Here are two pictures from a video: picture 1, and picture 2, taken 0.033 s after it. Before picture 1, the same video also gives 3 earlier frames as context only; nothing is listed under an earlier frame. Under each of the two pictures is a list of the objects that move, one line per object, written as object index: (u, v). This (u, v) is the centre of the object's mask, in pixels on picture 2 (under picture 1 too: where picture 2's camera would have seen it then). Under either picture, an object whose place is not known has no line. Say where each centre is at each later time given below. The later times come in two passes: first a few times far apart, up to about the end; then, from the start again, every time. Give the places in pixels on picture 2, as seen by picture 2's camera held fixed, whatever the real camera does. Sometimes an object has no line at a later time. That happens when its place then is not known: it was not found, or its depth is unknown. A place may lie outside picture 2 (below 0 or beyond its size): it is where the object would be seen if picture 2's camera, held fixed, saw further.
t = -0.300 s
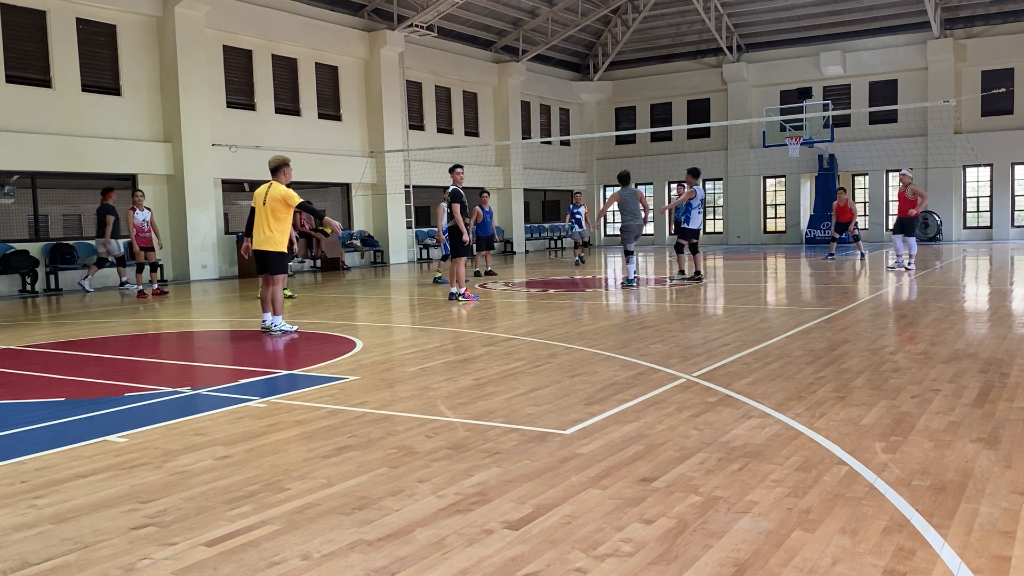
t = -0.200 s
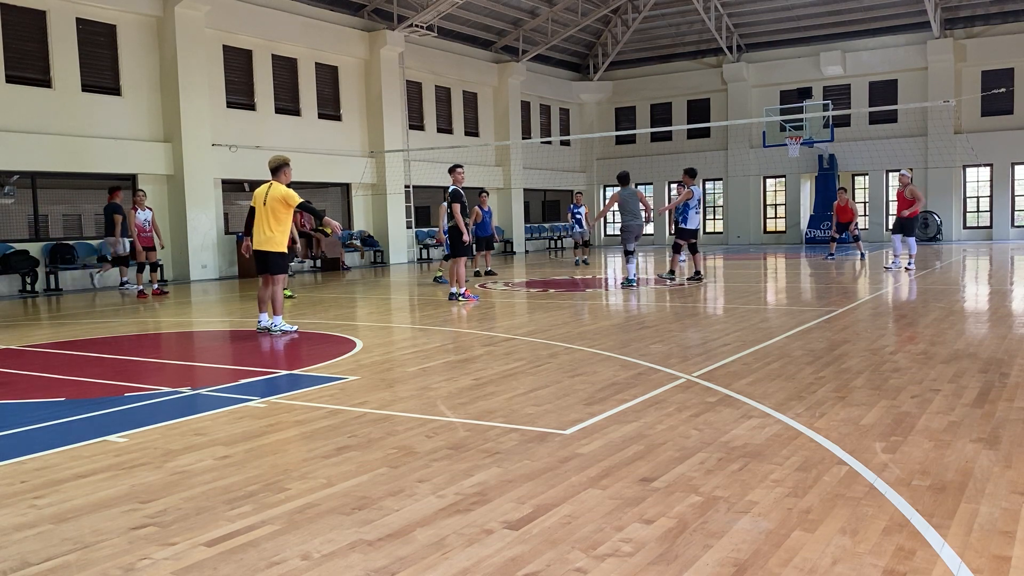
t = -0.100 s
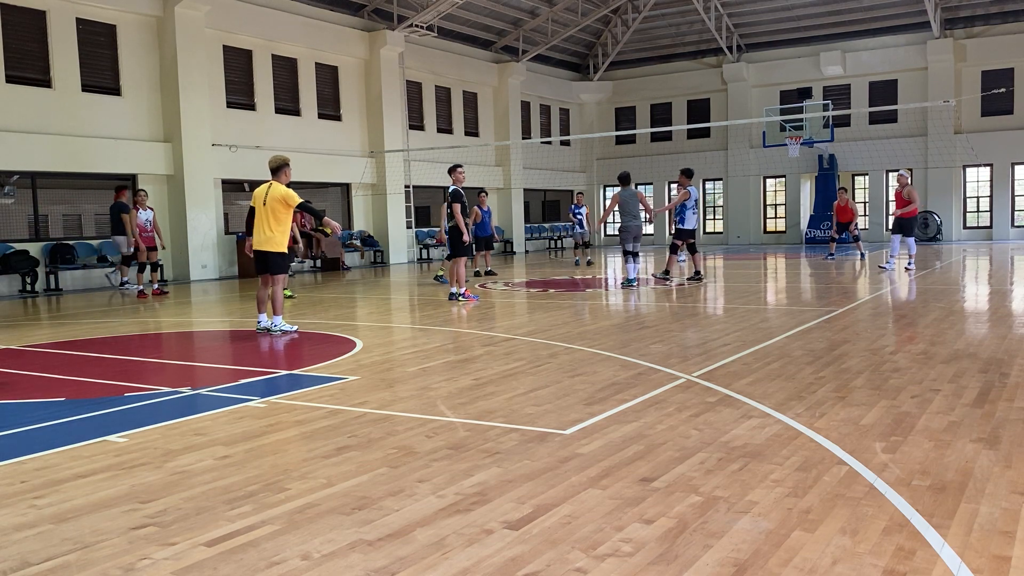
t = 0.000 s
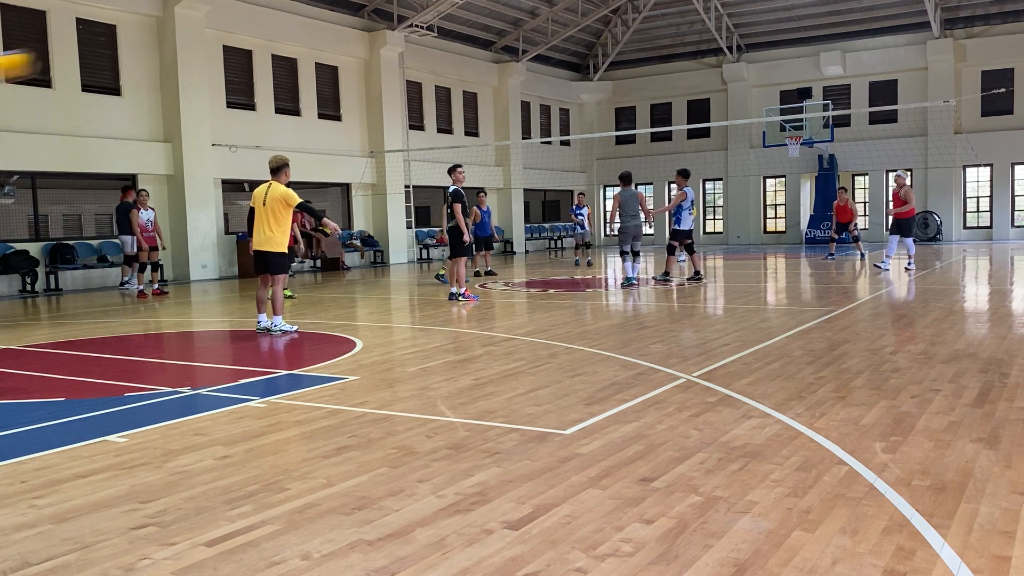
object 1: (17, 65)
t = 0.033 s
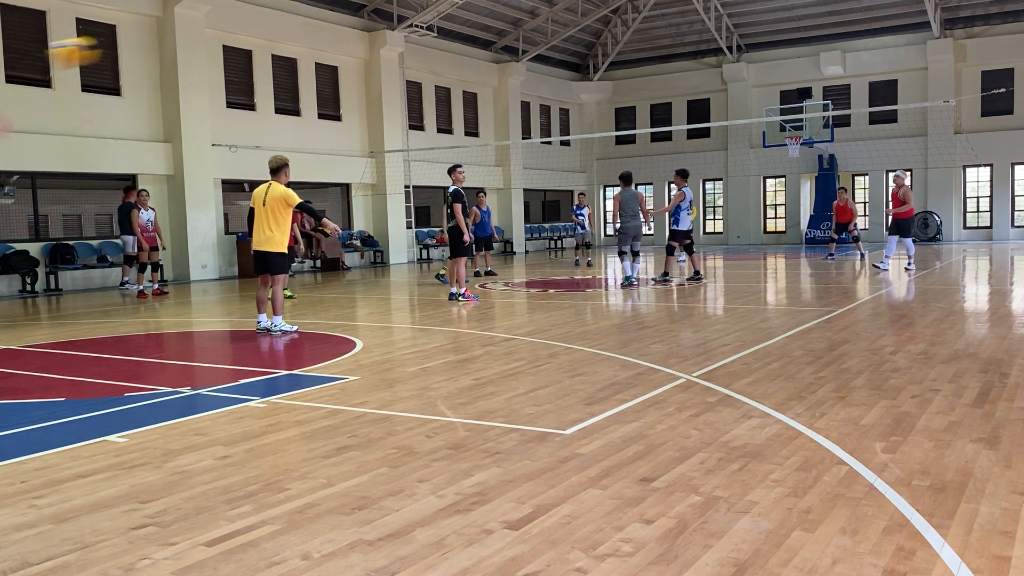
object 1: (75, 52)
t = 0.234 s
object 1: (347, 12)
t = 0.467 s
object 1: (532, 22)
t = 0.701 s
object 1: (652, 59)
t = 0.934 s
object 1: (733, 114)
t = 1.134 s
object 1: (785, 169)
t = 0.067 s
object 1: (131, 40)
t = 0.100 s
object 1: (179, 30)
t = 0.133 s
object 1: (229, 24)
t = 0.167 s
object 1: (273, 18)
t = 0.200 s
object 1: (310, 15)
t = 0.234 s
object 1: (347, 12)
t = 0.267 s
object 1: (379, 11)
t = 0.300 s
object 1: (410, 10)
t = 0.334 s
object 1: (438, 12)
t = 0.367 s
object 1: (465, 14)
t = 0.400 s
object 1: (489, 16)
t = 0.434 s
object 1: (511, 19)
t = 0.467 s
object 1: (532, 22)
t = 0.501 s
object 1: (553, 25)
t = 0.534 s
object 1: (572, 31)
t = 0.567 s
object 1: (589, 35)
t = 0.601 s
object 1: (605, 40)
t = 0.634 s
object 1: (622, 47)
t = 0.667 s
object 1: (638, 53)
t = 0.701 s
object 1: (652, 59)
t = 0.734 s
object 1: (664, 66)
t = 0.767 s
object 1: (678, 74)
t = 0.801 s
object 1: (690, 81)
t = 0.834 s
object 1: (702, 89)
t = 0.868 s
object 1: (713, 97)
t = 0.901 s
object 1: (723, 105)
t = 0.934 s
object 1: (733, 114)
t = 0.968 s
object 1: (743, 124)
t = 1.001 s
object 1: (752, 132)
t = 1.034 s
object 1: (761, 142)
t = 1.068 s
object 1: (770, 151)
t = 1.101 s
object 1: (778, 161)
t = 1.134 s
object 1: (785, 169)
